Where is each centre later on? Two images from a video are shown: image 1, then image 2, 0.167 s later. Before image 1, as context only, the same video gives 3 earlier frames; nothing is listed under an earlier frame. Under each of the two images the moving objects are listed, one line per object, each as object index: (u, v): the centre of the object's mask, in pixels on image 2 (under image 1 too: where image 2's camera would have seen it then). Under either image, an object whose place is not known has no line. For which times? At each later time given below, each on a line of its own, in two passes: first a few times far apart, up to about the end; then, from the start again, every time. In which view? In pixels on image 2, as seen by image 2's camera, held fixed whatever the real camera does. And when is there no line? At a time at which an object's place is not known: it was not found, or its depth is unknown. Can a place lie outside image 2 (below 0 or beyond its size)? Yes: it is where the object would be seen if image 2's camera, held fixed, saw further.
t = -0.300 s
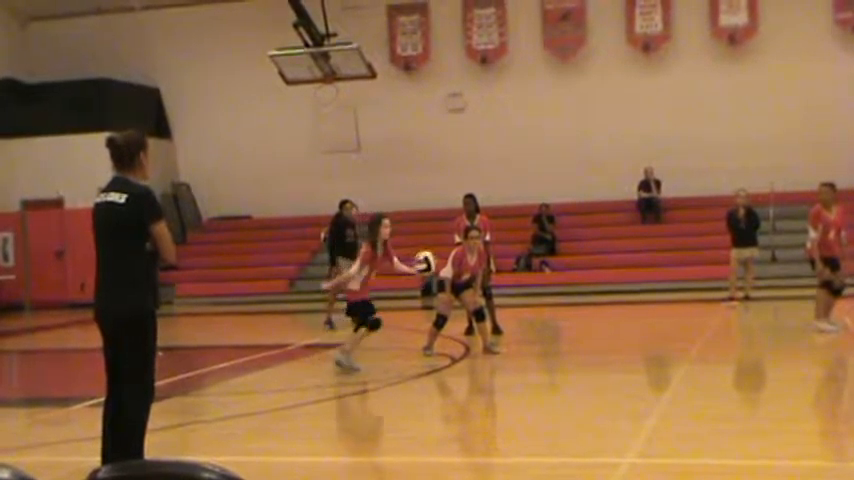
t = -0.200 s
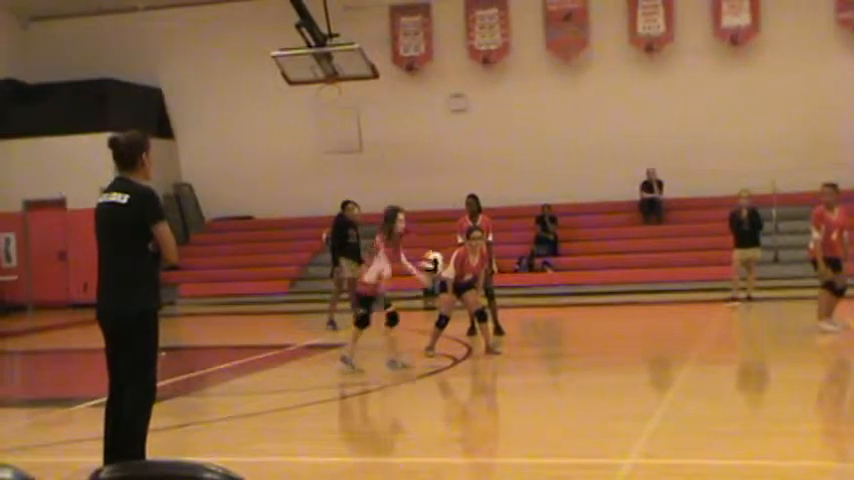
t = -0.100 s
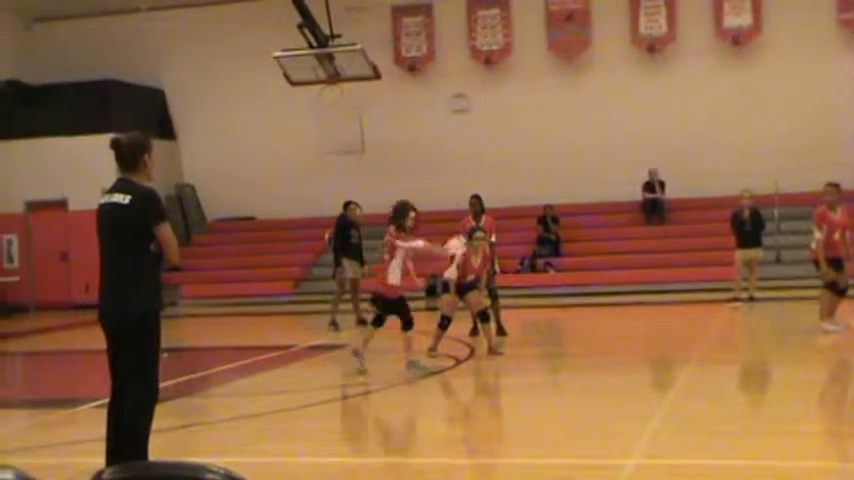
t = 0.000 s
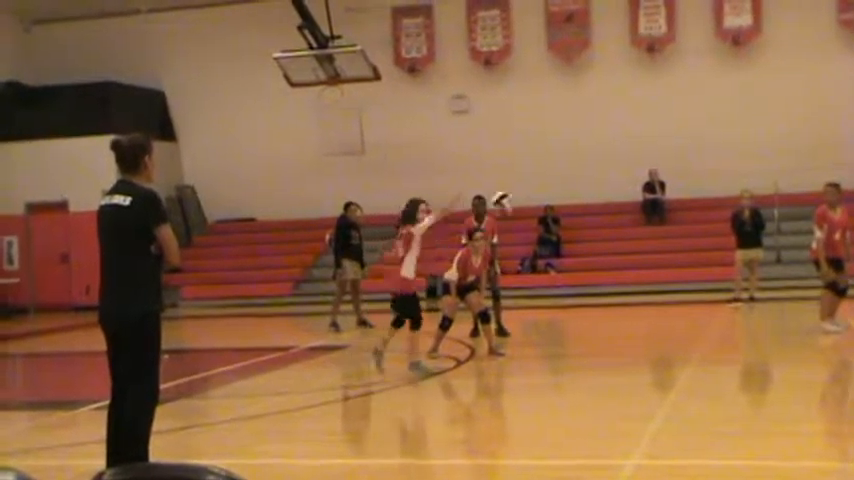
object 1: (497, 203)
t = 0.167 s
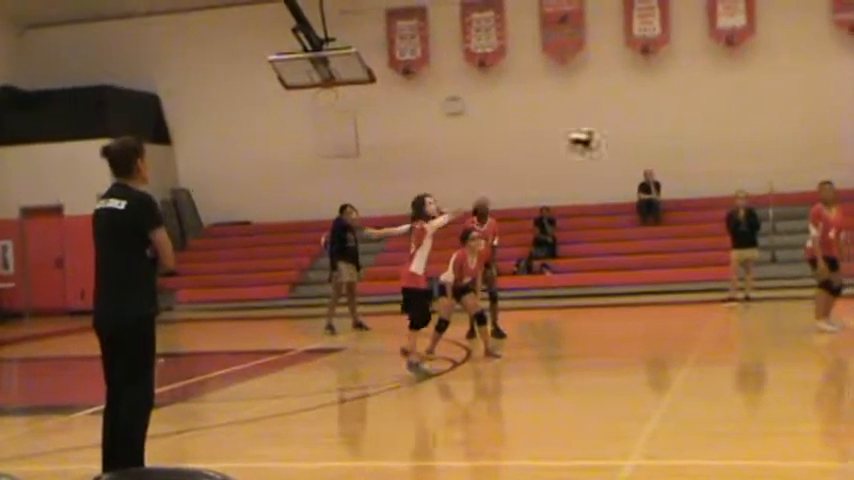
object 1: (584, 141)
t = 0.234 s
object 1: (623, 122)
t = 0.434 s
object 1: (755, 102)
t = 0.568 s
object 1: (858, 125)
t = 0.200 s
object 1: (600, 130)
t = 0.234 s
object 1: (623, 122)
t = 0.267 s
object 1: (642, 116)
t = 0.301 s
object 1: (661, 110)
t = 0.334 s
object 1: (685, 108)
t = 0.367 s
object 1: (709, 107)
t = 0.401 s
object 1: (729, 104)
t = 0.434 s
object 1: (755, 102)
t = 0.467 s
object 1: (781, 107)
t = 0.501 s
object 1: (806, 110)
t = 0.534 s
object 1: (834, 116)
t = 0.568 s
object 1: (858, 125)
